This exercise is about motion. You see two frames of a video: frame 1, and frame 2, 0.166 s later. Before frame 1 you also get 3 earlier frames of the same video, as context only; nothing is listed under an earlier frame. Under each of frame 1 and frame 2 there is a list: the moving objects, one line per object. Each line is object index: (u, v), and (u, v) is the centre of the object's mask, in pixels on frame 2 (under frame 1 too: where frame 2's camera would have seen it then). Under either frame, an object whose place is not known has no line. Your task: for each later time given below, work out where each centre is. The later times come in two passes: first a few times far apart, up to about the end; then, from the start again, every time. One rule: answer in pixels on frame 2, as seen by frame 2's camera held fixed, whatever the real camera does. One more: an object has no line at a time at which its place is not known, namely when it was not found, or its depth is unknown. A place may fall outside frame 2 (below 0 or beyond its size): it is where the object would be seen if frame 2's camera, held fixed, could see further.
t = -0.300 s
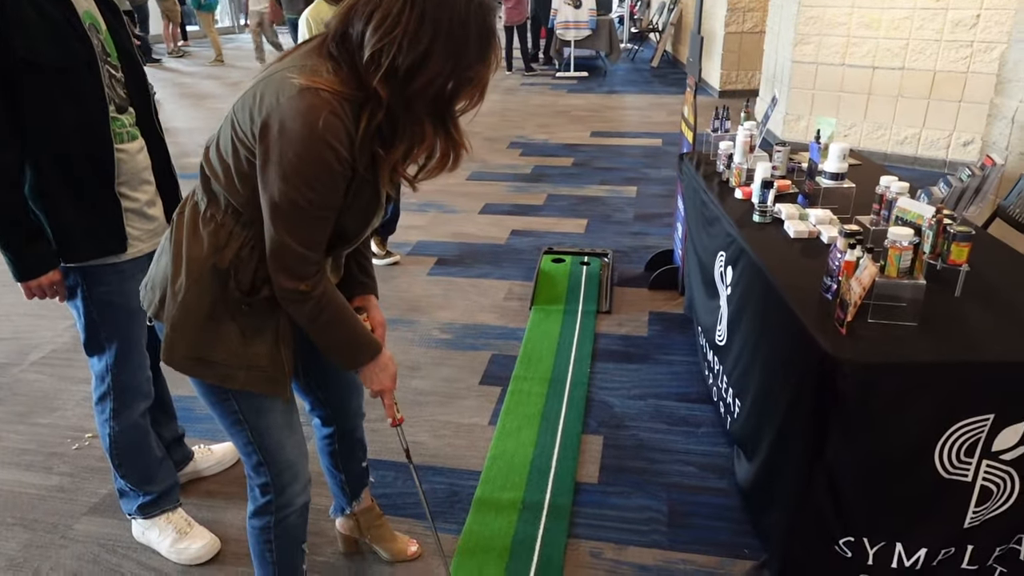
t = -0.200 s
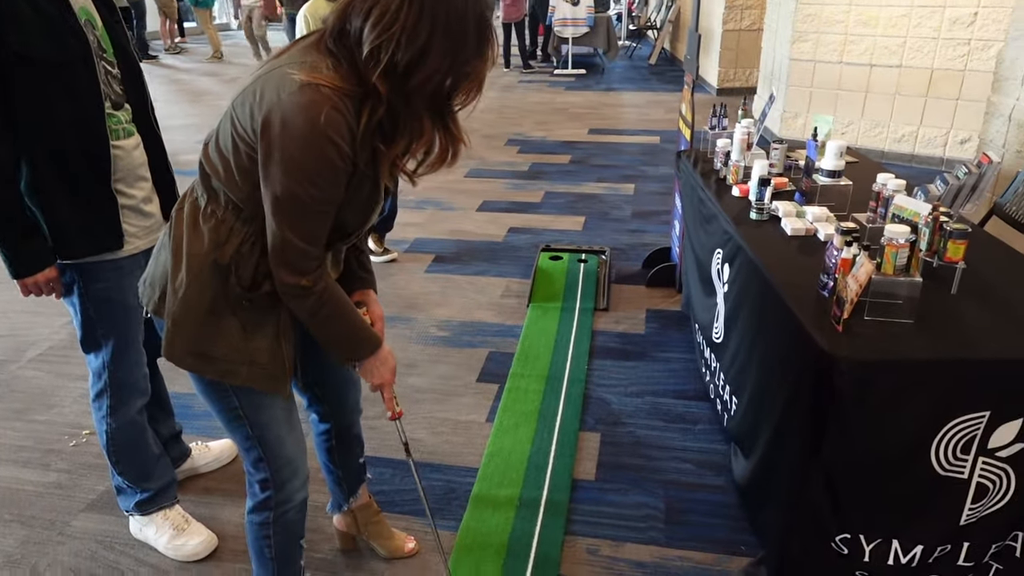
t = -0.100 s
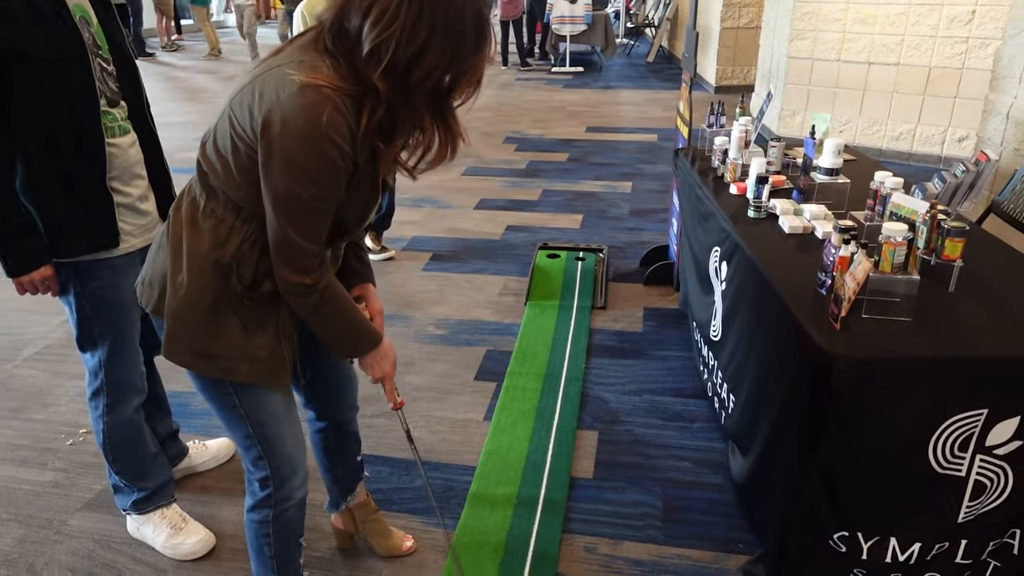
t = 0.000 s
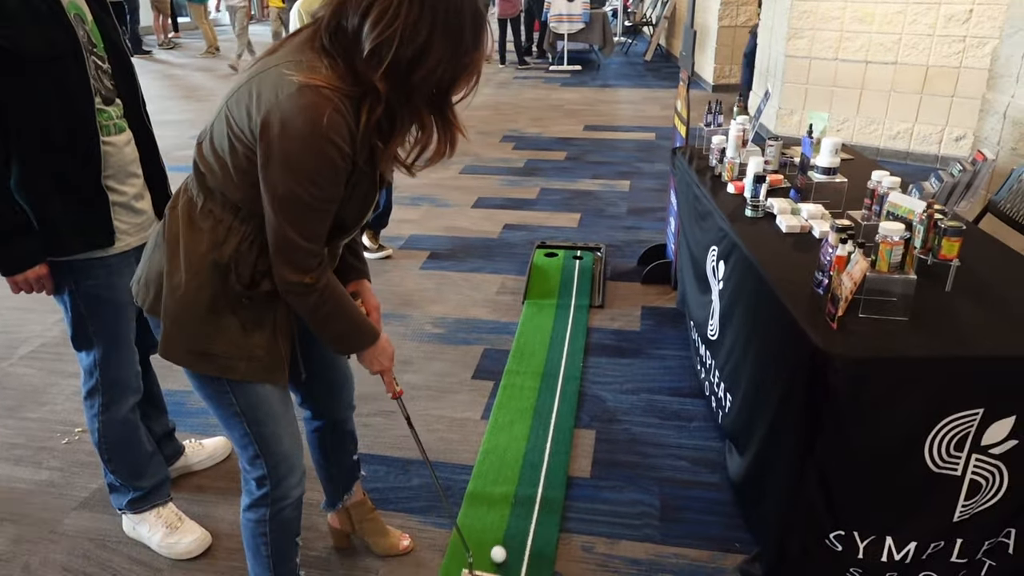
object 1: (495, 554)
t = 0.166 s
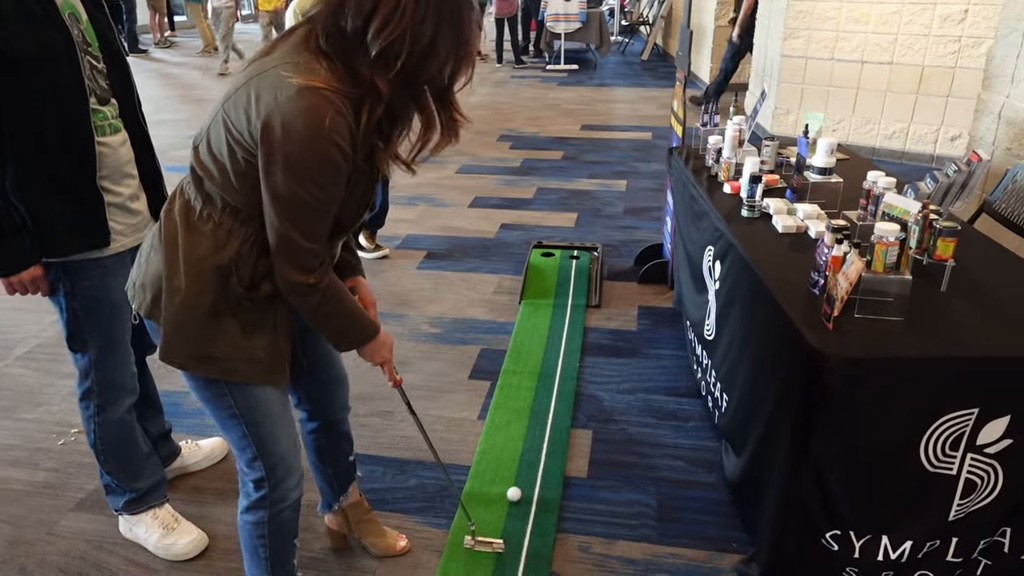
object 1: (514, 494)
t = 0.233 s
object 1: (519, 475)
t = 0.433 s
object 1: (534, 424)
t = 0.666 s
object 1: (548, 379)
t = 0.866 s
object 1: (558, 349)
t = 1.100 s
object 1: (568, 321)
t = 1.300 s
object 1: (574, 300)
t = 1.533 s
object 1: (578, 280)
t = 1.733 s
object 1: (581, 277)
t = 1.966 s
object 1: (580, 284)
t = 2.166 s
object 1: (580, 300)
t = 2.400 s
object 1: (578, 317)
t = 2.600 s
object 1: (576, 330)
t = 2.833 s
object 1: (573, 344)
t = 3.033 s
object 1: (571, 353)
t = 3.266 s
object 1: (569, 364)
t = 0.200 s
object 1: (517, 484)
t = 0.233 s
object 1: (519, 475)
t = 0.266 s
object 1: (522, 465)
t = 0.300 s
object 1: (525, 456)
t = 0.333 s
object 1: (527, 448)
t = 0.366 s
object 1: (529, 440)
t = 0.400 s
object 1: (532, 432)
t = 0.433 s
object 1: (534, 424)
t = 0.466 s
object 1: (537, 417)
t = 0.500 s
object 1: (539, 410)
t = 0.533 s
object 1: (540, 404)
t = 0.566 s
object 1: (543, 397)
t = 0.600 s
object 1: (544, 391)
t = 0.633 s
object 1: (546, 385)
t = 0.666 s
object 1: (548, 379)
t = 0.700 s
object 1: (550, 374)
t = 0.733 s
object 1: (552, 368)
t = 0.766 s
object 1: (553, 363)
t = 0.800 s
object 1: (554, 358)
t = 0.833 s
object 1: (556, 354)
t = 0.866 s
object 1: (558, 349)
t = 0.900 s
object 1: (560, 345)
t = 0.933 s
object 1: (561, 340)
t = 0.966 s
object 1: (562, 336)
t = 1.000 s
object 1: (564, 332)
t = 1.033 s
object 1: (565, 328)
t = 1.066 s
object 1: (566, 324)
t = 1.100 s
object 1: (568, 321)
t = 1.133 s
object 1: (568, 317)
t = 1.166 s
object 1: (570, 314)
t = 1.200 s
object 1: (571, 310)
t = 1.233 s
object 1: (572, 307)
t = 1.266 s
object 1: (573, 304)
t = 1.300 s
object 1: (574, 300)
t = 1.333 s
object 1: (575, 296)
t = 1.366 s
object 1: (575, 293)
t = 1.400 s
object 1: (576, 289)
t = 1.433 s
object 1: (577, 286)
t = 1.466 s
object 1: (577, 284)
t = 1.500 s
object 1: (577, 282)
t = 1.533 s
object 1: (578, 280)
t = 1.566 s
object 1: (579, 279)
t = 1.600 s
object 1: (579, 278)
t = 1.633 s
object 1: (580, 277)
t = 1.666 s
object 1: (580, 277)
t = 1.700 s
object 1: (580, 277)
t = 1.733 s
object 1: (581, 277)
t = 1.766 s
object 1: (581, 277)
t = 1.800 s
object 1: (581, 278)
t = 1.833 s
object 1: (581, 279)
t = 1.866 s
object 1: (581, 280)
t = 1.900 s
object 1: (581, 281)
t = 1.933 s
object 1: (580, 283)
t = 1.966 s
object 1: (580, 284)
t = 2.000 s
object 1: (581, 287)
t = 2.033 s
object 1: (580, 289)
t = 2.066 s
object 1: (580, 291)
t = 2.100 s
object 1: (580, 294)
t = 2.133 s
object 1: (580, 297)
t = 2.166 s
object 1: (580, 300)
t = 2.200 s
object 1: (579, 303)
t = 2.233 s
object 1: (579, 305)
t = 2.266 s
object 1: (579, 308)
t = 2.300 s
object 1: (579, 310)
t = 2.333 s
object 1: (579, 313)
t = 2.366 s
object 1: (578, 315)
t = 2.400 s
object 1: (578, 317)
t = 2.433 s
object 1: (578, 319)
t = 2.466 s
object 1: (577, 321)
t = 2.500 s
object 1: (577, 323)
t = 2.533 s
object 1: (577, 325)
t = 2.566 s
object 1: (577, 327)
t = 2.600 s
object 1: (576, 330)
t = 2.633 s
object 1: (576, 332)
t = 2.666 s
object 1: (575, 334)
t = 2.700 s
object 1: (575, 335)
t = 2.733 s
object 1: (574, 338)
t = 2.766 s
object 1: (574, 339)
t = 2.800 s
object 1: (573, 341)
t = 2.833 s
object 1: (573, 344)
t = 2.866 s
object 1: (573, 345)
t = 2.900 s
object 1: (572, 347)
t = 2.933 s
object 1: (572, 349)
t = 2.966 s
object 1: (572, 350)
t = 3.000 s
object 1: (571, 352)
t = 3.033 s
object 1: (571, 353)
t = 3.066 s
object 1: (570, 355)
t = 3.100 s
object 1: (570, 357)
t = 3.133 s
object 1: (570, 358)
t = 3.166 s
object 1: (570, 360)
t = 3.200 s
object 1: (569, 361)
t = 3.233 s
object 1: (570, 363)
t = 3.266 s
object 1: (569, 364)
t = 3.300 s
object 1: (569, 365)
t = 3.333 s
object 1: (569, 367)
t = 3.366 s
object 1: (569, 368)
